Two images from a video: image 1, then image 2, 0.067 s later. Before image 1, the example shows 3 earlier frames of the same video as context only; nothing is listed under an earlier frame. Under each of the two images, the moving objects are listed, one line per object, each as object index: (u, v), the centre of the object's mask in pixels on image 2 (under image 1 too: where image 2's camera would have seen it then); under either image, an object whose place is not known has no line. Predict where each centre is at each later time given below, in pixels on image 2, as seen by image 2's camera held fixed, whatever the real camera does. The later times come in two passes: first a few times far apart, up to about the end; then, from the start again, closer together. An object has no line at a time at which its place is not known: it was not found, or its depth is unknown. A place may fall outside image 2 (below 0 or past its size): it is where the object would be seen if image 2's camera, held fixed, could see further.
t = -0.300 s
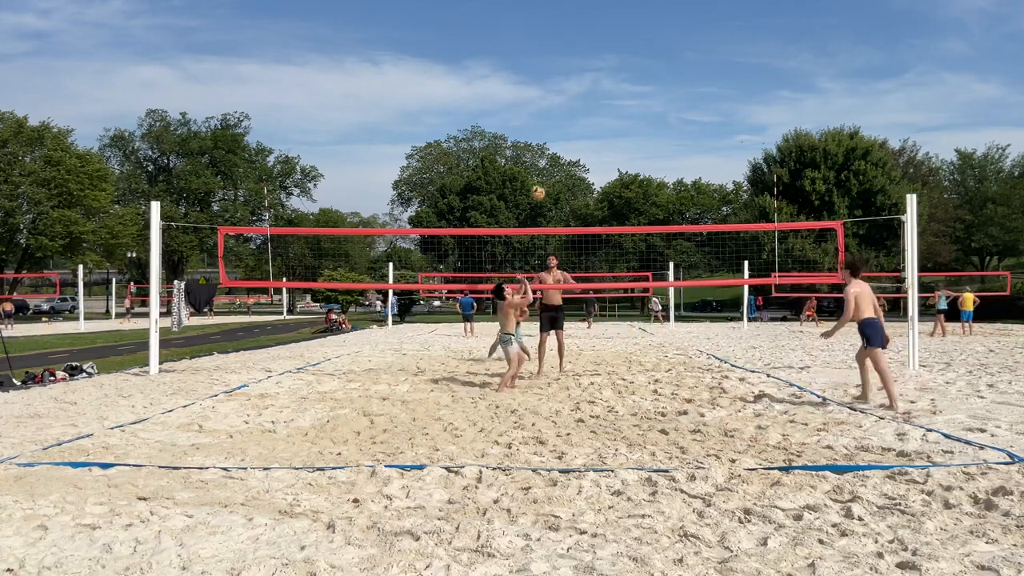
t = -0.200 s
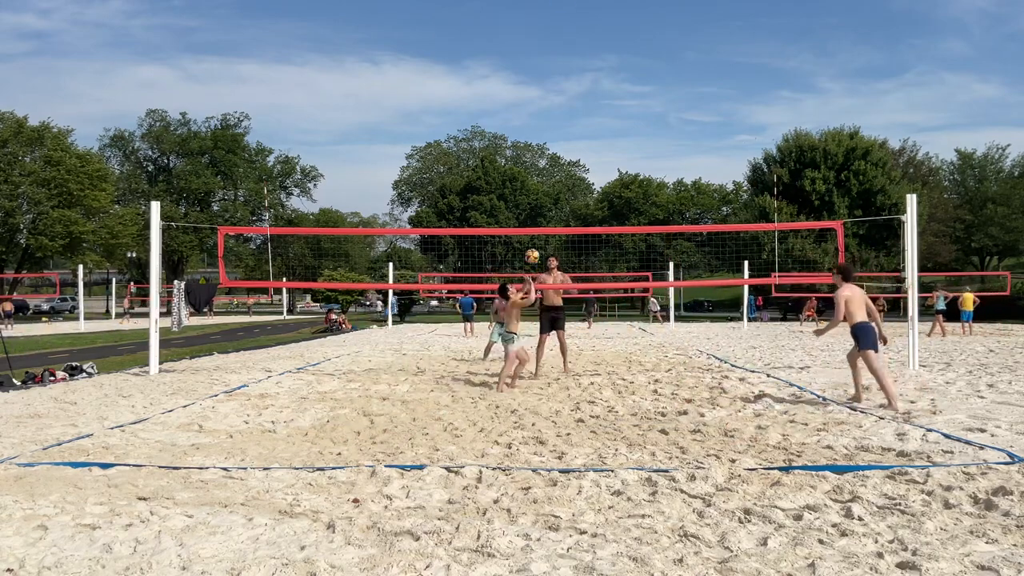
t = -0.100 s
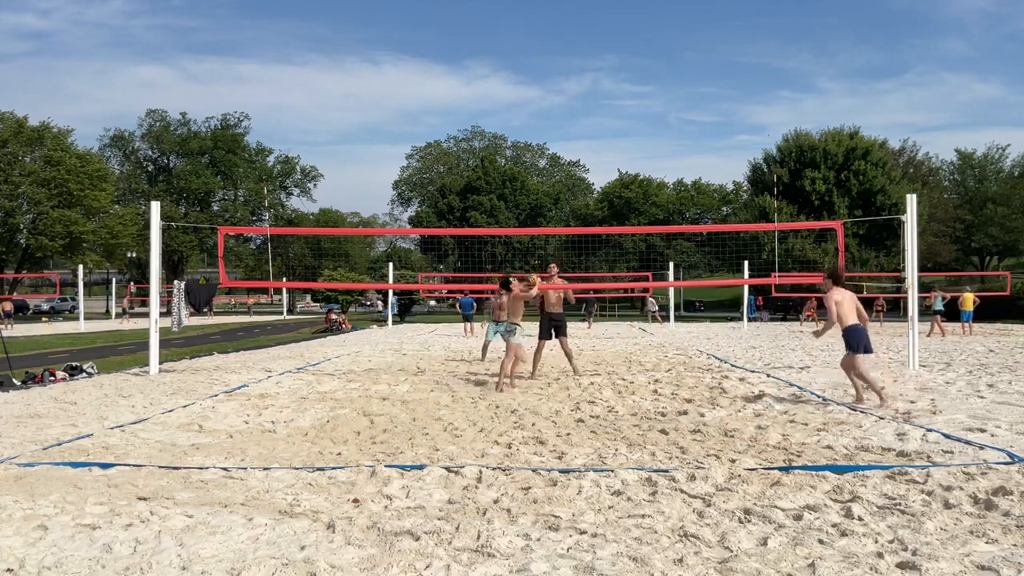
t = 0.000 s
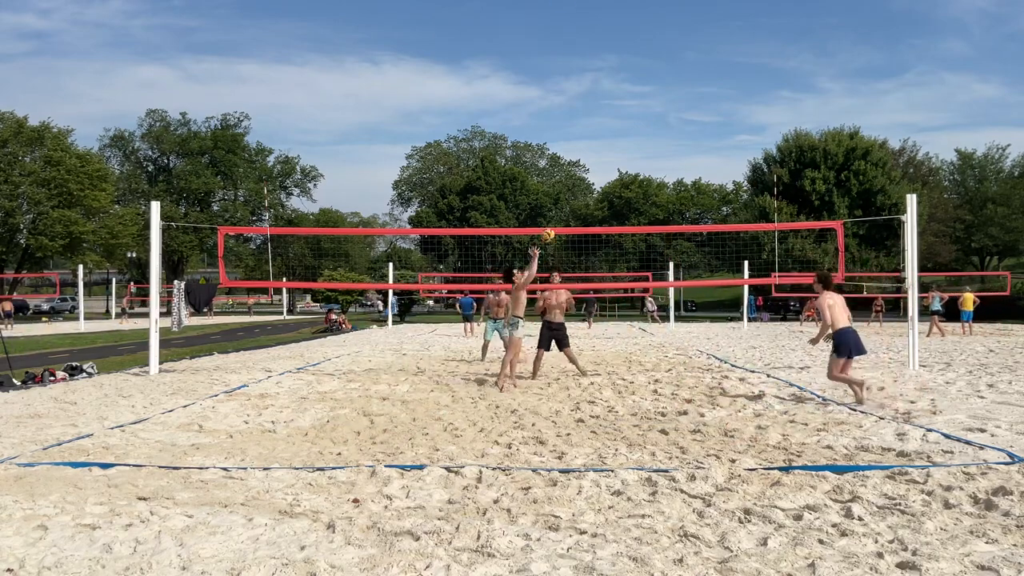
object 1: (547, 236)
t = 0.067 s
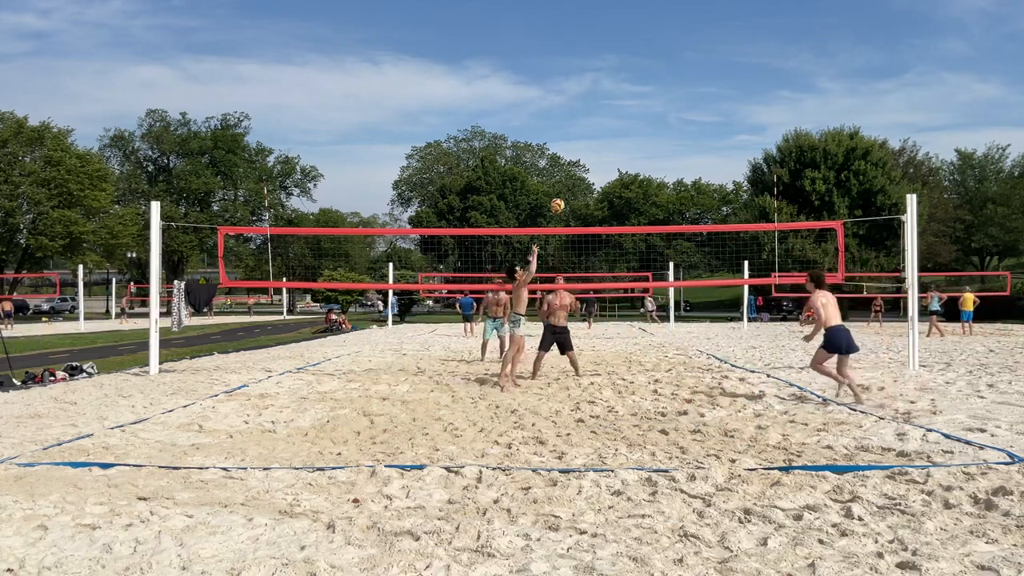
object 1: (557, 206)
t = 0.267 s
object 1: (587, 135)
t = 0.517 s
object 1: (624, 86)
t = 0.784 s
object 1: (665, 79)
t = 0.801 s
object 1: (668, 79)
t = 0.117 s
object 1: (565, 185)
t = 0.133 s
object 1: (568, 179)
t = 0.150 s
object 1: (570, 173)
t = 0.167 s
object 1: (572, 167)
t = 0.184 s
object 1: (575, 161)
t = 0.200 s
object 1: (577, 155)
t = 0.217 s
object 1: (579, 150)
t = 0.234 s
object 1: (581, 145)
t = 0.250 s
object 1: (584, 140)
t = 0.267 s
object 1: (587, 135)
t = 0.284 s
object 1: (589, 131)
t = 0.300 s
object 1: (591, 127)
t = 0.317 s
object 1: (594, 122)
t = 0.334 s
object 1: (597, 118)
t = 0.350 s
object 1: (599, 114)
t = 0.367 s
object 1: (601, 110)
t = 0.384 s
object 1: (604, 107)
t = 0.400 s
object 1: (606, 104)
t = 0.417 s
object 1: (609, 101)
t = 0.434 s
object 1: (611, 98)
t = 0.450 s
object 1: (614, 95)
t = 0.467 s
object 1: (617, 93)
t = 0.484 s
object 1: (619, 90)
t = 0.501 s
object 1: (622, 88)
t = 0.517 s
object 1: (624, 86)
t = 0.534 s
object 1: (627, 84)
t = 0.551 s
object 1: (629, 83)
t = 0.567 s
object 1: (632, 81)
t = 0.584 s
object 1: (635, 80)
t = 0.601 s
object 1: (637, 78)
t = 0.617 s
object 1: (640, 77)
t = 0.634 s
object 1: (642, 77)
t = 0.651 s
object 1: (645, 76)
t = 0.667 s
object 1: (648, 76)
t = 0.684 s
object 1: (650, 76)
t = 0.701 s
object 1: (652, 76)
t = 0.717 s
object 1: (655, 76)
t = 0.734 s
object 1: (658, 76)
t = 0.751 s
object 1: (660, 77)
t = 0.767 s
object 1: (663, 78)
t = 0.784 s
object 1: (665, 79)
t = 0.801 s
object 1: (668, 79)
